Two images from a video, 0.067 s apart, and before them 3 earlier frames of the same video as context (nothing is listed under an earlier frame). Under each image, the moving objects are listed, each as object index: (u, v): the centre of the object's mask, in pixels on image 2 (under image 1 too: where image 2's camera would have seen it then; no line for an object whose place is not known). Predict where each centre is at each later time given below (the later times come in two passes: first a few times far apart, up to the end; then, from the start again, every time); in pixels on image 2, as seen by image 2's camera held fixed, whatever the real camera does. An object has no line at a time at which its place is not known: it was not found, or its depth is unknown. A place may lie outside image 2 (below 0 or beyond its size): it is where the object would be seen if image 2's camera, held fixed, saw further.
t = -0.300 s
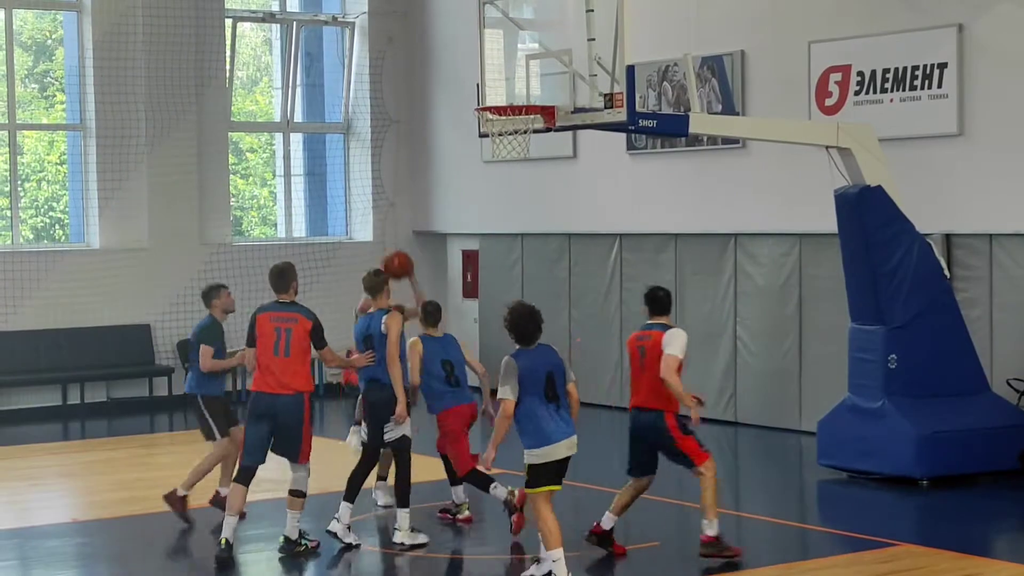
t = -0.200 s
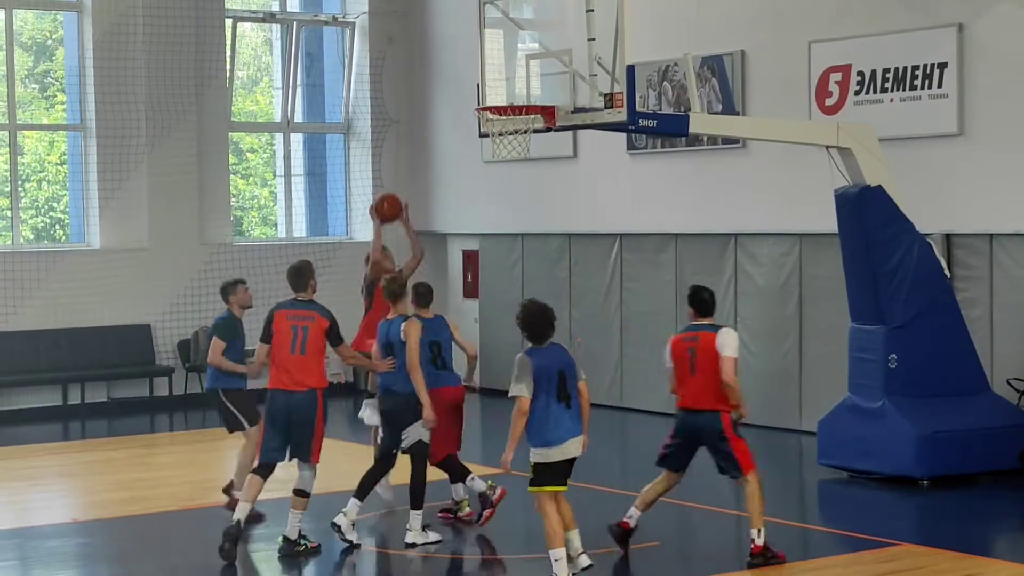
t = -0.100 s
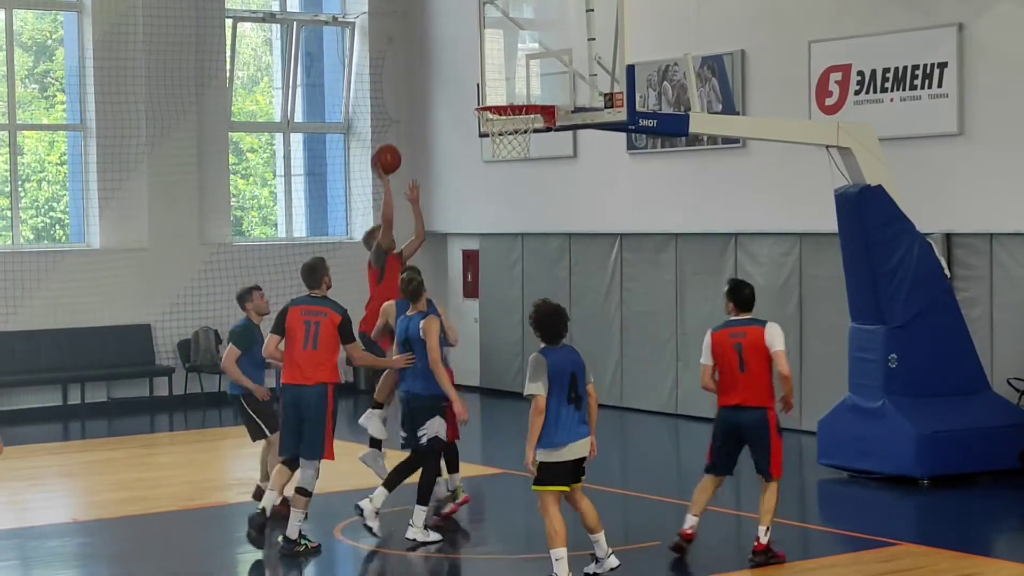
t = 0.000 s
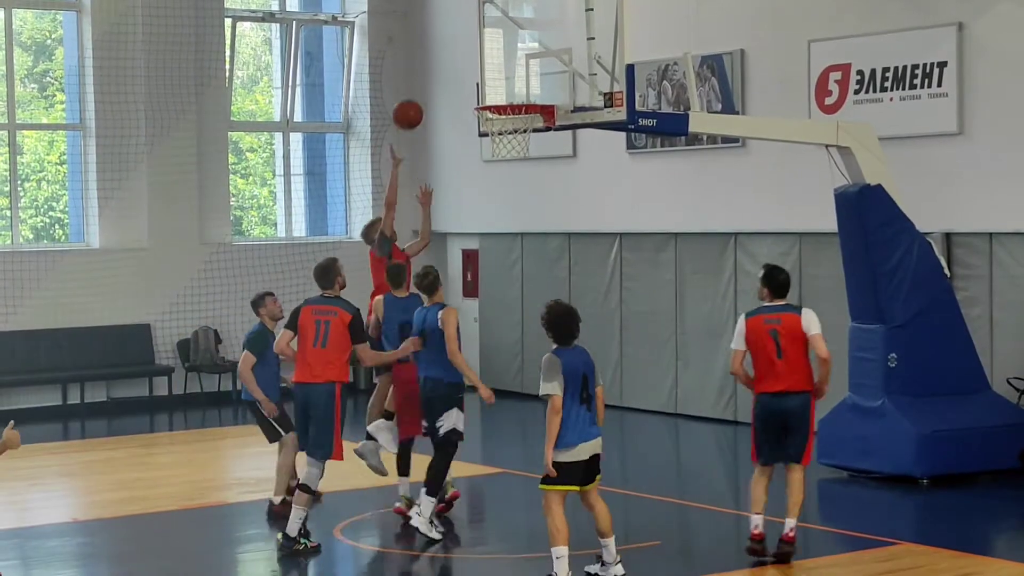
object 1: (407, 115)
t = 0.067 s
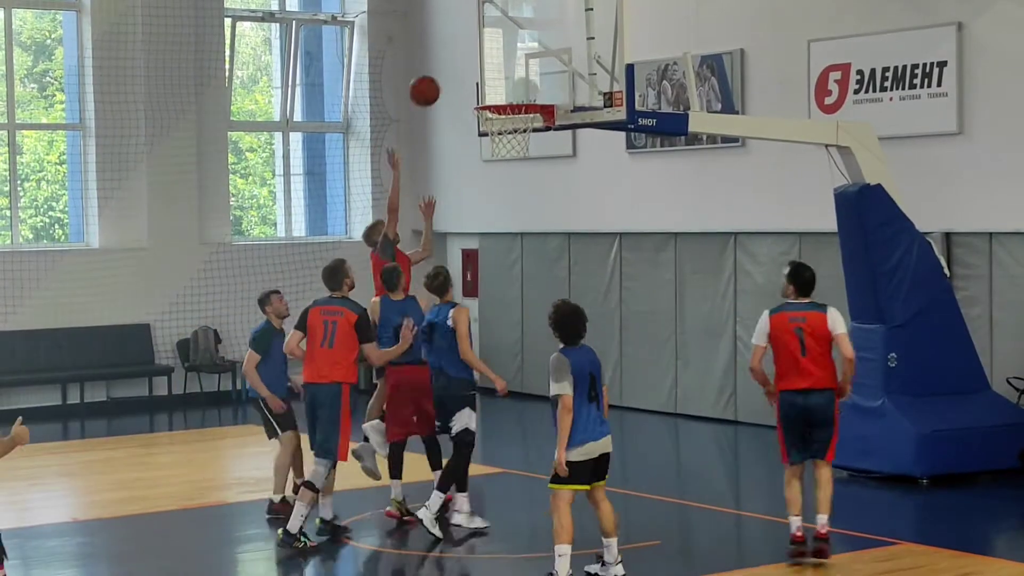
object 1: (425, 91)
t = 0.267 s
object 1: (477, 54)
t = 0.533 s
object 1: (488, 92)
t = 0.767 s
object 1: (440, 80)
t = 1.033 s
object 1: (385, 146)
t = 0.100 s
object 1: (433, 81)
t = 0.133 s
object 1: (442, 73)
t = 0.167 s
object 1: (451, 66)
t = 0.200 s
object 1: (460, 60)
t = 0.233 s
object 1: (468, 56)
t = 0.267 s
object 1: (477, 54)
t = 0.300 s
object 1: (486, 52)
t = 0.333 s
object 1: (493, 53)
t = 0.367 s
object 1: (492, 56)
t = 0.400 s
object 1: (491, 60)
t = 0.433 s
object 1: (490, 67)
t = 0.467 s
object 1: (489, 74)
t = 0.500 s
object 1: (489, 83)
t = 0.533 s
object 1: (488, 92)
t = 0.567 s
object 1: (482, 90)
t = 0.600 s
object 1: (474, 85)
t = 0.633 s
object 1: (467, 82)
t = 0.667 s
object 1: (460, 79)
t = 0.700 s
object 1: (453, 78)
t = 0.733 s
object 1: (446, 78)
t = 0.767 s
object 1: (440, 80)
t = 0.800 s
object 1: (433, 83)
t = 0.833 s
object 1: (426, 88)
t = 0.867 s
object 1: (419, 94)
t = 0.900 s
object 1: (412, 101)
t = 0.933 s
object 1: (405, 110)
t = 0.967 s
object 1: (399, 121)
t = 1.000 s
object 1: (392, 133)
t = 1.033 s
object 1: (385, 146)
